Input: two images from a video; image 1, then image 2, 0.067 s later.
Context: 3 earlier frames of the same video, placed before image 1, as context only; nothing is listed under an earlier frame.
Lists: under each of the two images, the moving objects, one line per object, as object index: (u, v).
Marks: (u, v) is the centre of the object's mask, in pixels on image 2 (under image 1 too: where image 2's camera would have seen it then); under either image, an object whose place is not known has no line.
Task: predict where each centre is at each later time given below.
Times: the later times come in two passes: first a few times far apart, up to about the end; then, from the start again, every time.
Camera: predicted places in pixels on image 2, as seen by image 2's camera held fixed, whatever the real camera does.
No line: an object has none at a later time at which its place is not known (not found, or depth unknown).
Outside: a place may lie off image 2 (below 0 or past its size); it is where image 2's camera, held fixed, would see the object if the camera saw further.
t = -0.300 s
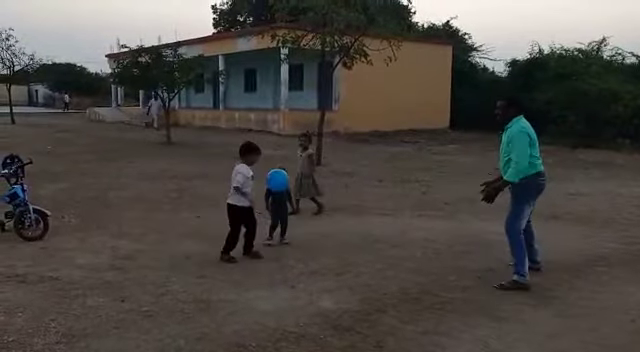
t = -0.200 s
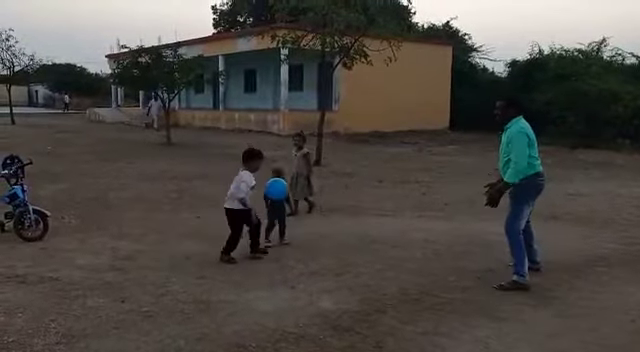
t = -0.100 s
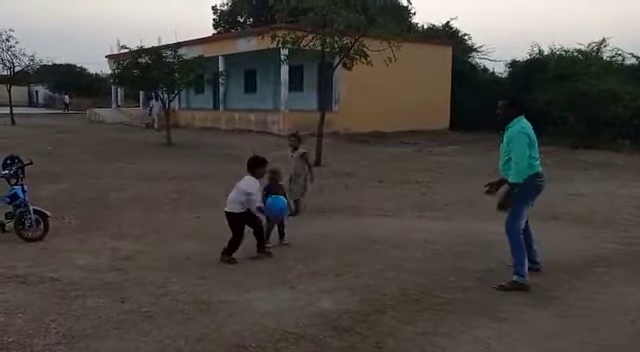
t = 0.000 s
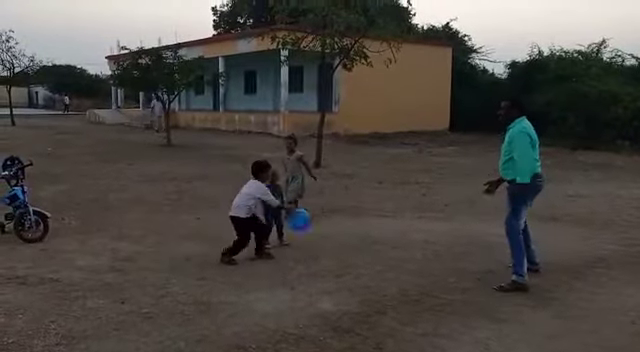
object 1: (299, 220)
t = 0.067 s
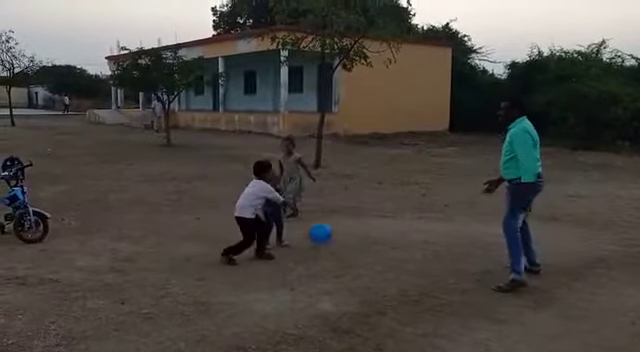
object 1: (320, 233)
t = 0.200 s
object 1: (359, 228)
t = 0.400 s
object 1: (416, 225)
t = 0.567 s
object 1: (463, 247)
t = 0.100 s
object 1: (331, 241)
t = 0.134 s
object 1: (339, 237)
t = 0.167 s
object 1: (348, 234)
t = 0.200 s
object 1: (359, 228)
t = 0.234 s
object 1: (368, 225)
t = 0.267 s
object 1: (380, 222)
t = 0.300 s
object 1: (388, 222)
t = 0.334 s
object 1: (397, 222)
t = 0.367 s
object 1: (407, 223)
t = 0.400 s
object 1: (416, 225)
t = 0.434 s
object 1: (426, 227)
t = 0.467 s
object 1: (434, 232)
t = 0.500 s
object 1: (443, 236)
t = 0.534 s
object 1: (455, 241)
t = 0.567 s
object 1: (463, 247)
